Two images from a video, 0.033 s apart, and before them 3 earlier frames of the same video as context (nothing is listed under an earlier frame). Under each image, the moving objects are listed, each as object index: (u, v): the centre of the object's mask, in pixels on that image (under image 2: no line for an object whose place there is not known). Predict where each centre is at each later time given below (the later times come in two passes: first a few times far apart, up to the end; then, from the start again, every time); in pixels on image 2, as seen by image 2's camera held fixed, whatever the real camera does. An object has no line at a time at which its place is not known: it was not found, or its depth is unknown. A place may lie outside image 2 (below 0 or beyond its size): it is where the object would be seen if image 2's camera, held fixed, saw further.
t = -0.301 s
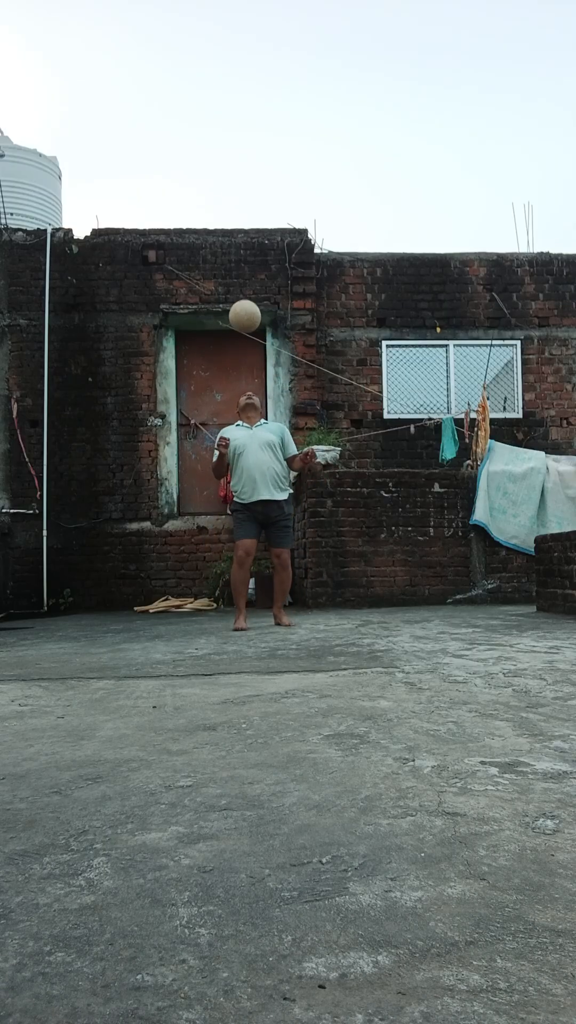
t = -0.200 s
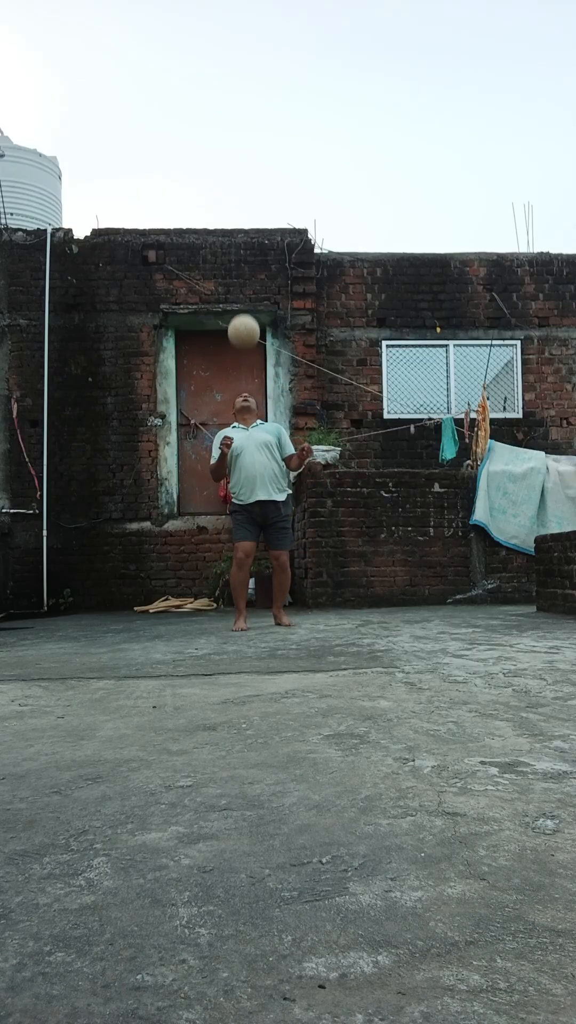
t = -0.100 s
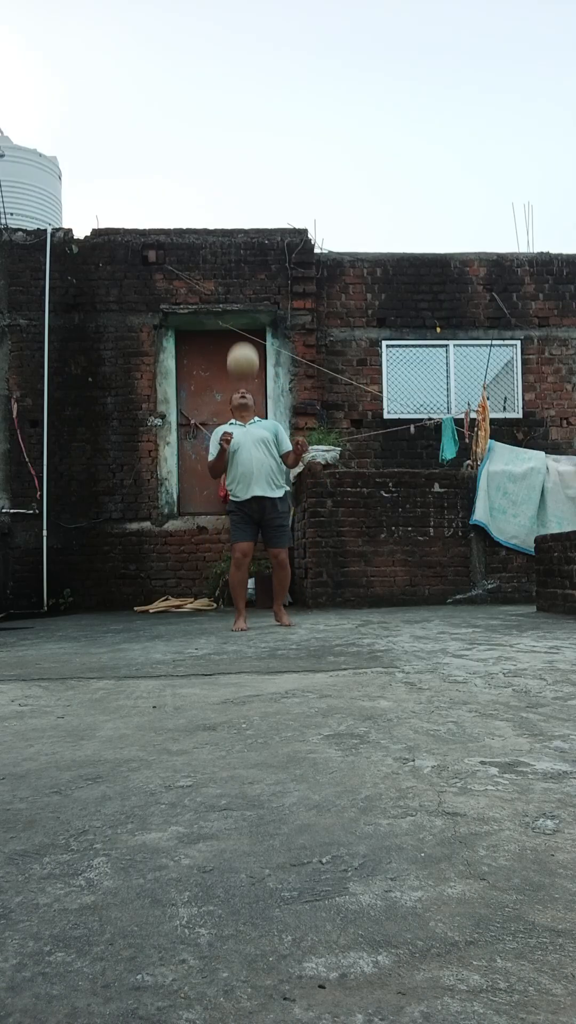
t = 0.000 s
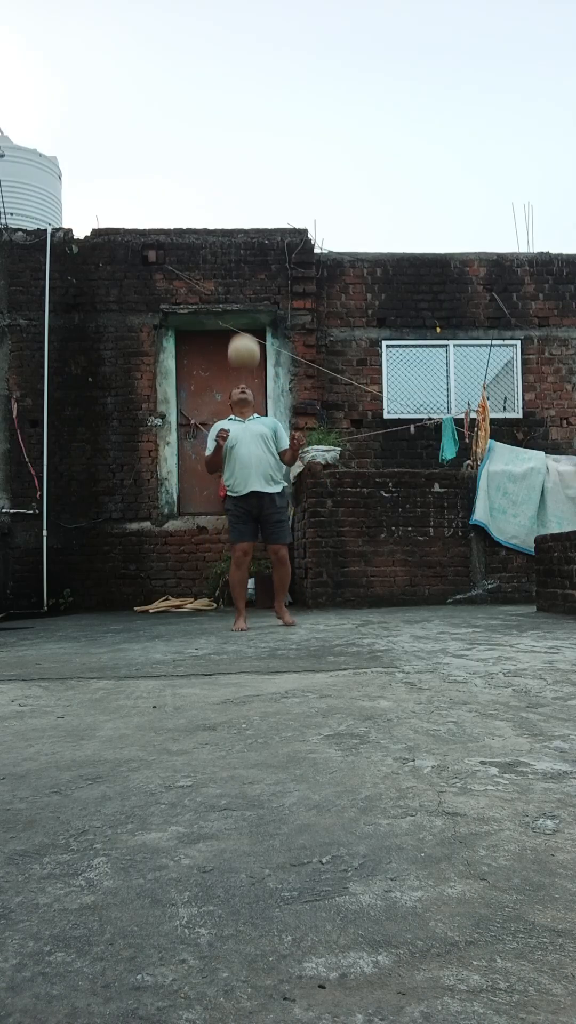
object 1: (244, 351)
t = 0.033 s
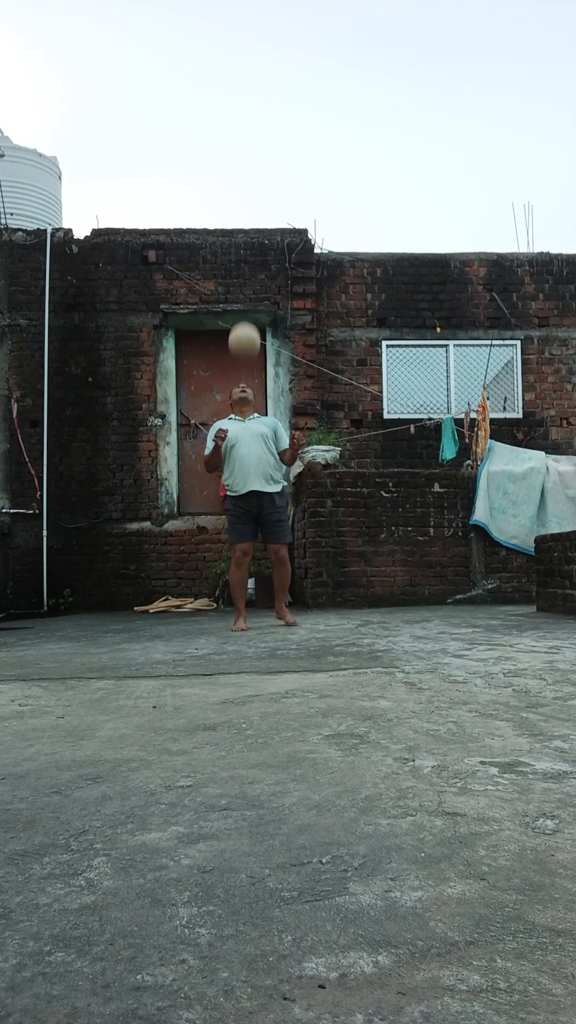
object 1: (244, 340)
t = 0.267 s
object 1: (250, 307)
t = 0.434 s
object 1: (254, 327)
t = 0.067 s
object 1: (245, 331)
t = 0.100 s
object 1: (246, 323)
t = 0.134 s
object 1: (247, 316)
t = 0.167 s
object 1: (247, 312)
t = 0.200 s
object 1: (248, 309)
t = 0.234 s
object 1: (249, 307)
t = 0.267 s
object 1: (250, 307)
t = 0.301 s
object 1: (251, 308)
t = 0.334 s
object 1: (251, 311)
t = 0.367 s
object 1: (252, 315)
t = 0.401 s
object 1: (253, 320)
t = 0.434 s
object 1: (254, 327)
